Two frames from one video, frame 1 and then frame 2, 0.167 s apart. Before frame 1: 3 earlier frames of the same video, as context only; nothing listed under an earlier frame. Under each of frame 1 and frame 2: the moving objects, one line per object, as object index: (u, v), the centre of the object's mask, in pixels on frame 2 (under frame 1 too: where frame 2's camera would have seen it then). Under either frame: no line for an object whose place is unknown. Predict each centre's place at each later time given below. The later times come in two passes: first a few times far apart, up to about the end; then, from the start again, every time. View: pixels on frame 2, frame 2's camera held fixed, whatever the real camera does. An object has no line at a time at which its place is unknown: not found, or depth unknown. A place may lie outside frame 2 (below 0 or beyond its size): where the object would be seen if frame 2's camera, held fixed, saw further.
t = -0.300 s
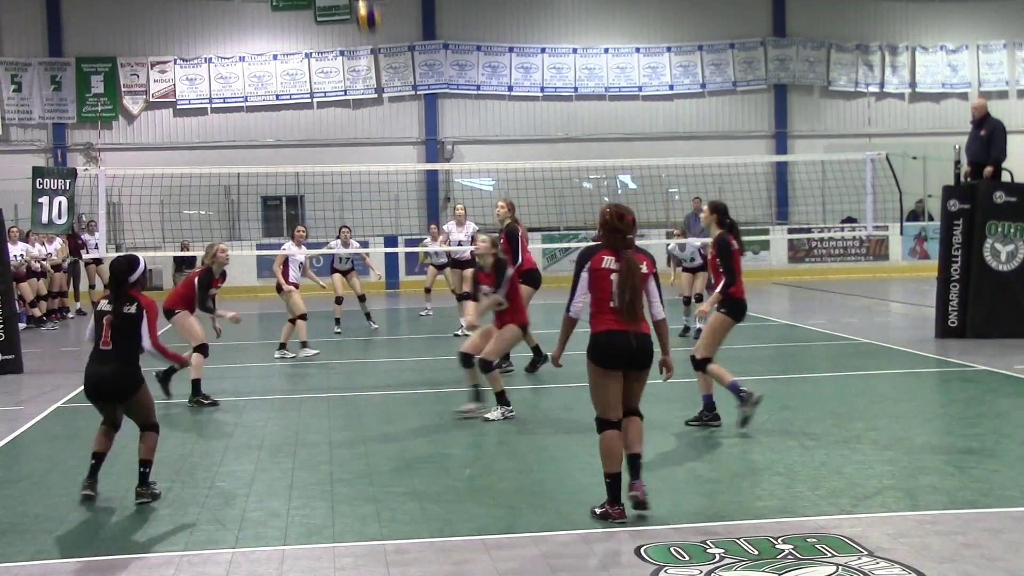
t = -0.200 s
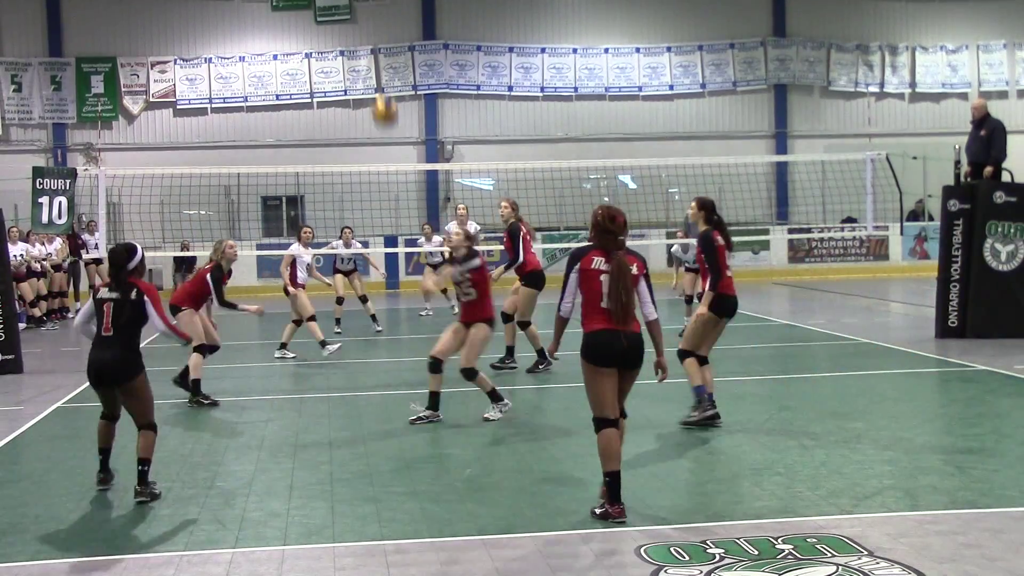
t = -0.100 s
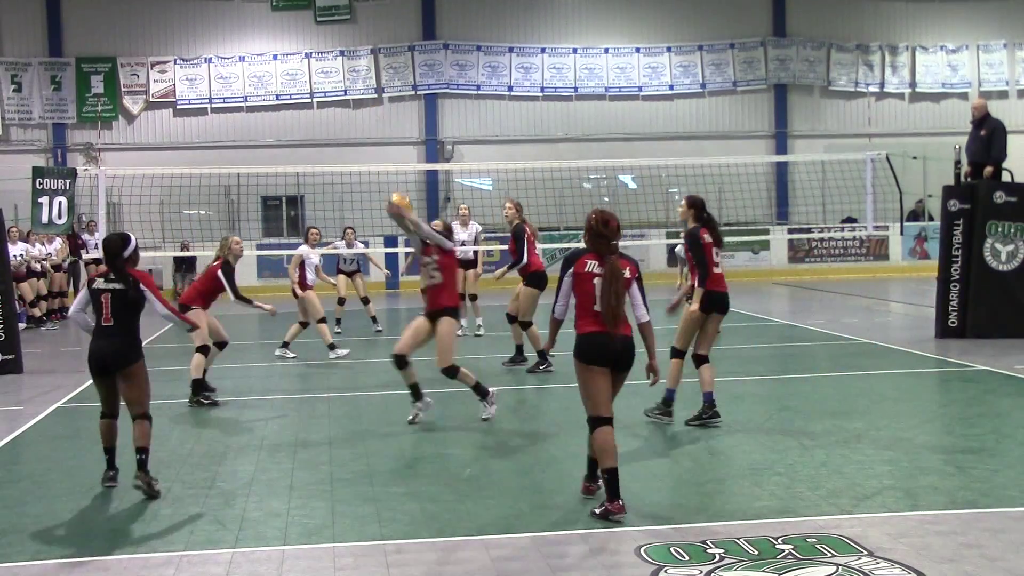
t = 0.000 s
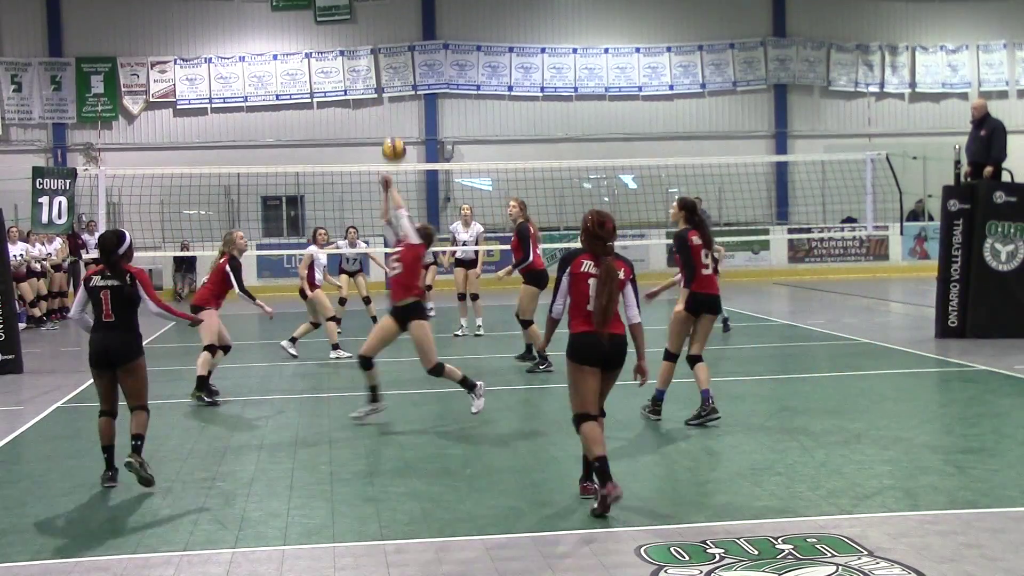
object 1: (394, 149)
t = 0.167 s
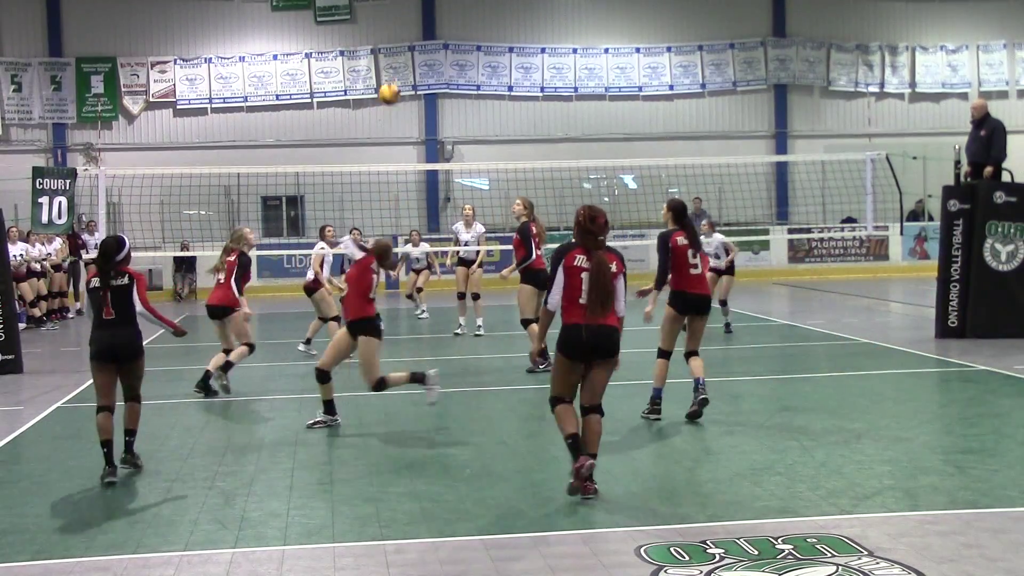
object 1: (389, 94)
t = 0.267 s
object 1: (388, 80)
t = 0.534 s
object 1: (389, 92)
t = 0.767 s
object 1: (392, 148)
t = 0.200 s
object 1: (388, 88)
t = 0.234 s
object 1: (388, 83)
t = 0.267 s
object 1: (388, 80)
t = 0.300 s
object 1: (388, 77)
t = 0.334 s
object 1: (388, 77)
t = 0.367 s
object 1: (388, 77)
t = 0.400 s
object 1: (388, 78)
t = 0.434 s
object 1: (388, 80)
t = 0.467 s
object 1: (388, 83)
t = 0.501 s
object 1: (388, 88)
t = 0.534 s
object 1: (389, 92)
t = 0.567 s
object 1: (389, 99)
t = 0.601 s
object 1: (389, 105)
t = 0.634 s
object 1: (390, 112)
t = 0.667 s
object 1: (391, 120)
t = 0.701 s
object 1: (391, 129)
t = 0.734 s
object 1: (392, 138)
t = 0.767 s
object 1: (392, 148)
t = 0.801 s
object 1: (393, 158)
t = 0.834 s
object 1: (393, 173)
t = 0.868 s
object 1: (395, 181)
